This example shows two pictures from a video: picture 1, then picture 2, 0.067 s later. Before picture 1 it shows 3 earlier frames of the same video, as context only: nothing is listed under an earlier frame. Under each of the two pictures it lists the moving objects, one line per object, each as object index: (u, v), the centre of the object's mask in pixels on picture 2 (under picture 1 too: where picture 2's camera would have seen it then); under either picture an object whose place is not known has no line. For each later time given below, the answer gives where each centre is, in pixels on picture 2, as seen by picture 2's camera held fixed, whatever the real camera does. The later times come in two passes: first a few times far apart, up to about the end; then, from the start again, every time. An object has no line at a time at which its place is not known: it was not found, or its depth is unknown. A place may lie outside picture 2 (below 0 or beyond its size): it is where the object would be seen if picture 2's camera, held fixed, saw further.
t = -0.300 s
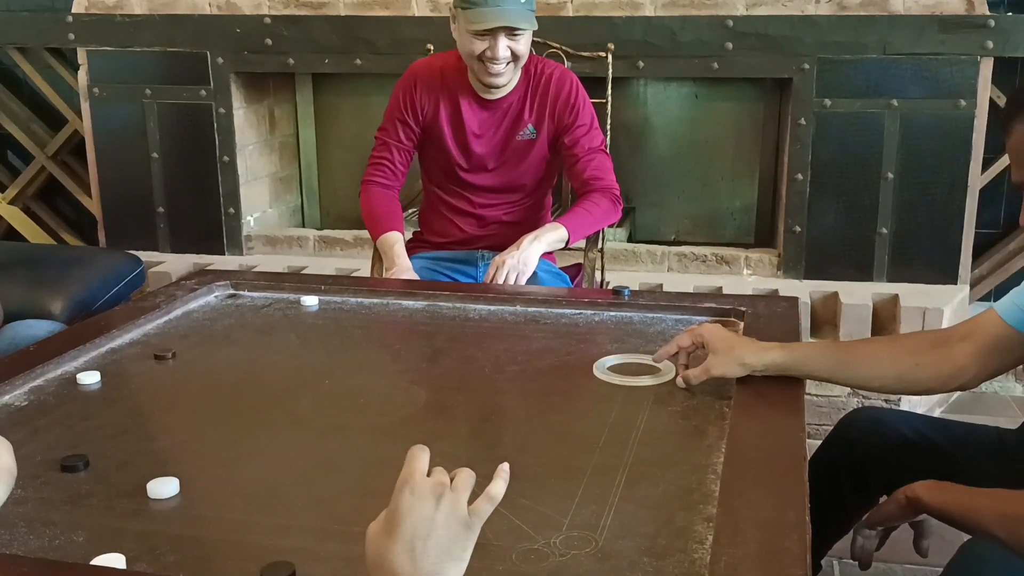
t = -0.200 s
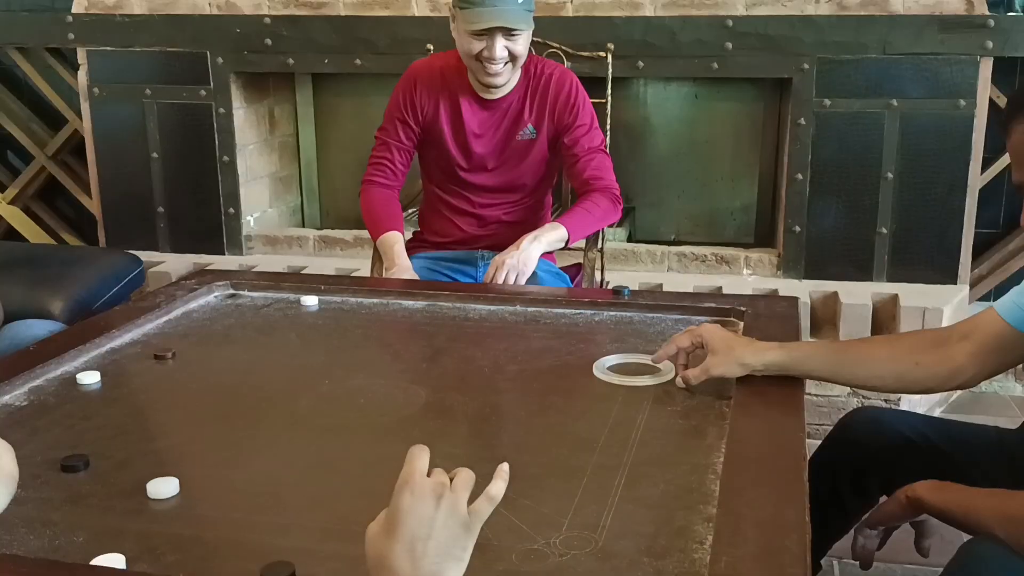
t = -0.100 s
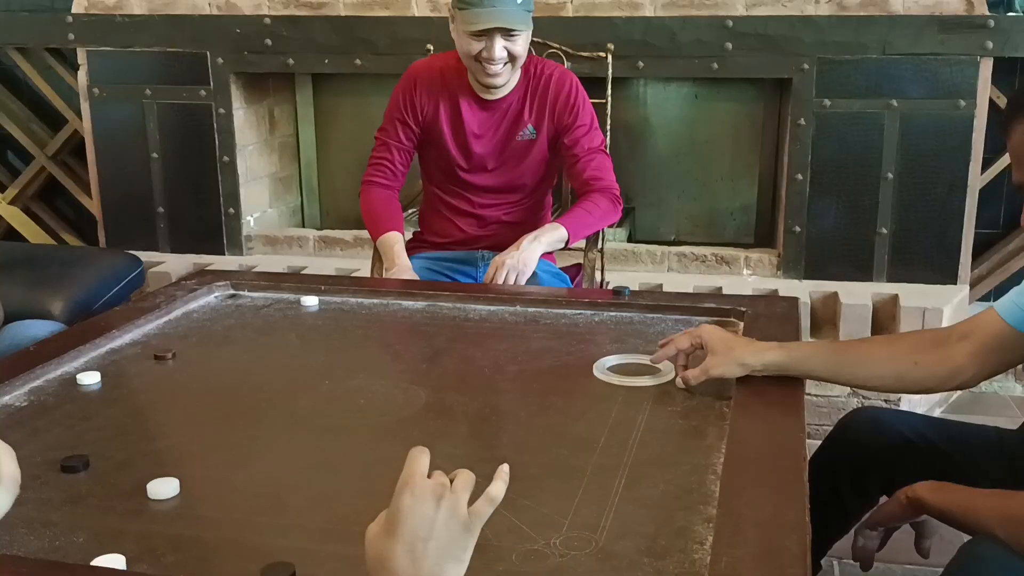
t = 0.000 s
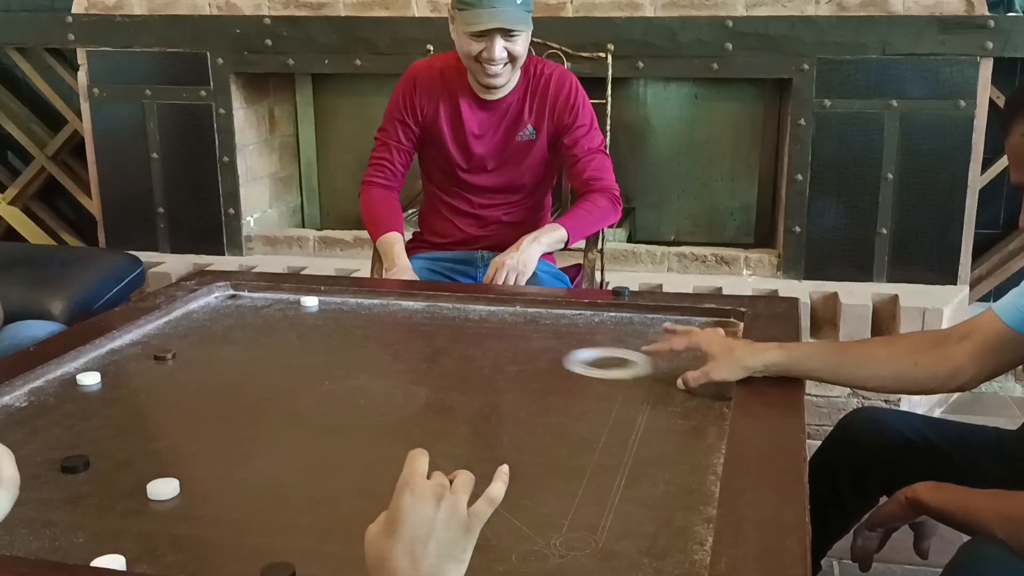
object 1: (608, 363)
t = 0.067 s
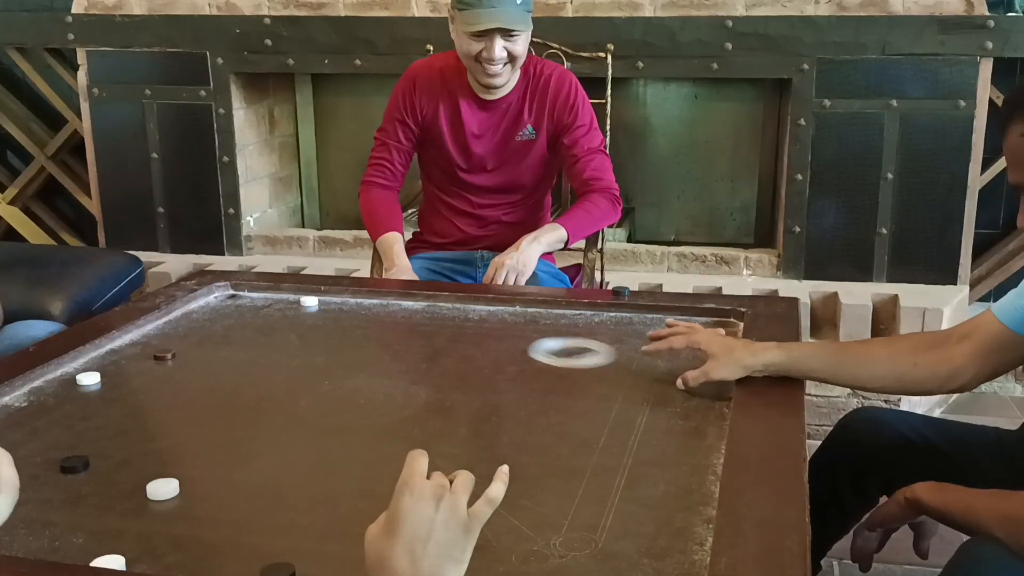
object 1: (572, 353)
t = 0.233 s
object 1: (491, 329)
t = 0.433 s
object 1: (405, 312)
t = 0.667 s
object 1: (292, 321)
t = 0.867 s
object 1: (195, 329)
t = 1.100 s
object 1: (206, 340)
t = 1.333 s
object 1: (239, 351)
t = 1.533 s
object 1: (263, 359)
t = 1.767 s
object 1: (287, 366)
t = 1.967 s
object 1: (302, 369)
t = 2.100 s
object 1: (310, 371)
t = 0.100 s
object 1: (555, 347)
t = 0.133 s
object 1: (538, 342)
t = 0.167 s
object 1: (521, 338)
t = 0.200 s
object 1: (506, 333)
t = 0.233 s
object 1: (491, 329)
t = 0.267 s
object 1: (476, 325)
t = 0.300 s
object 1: (462, 321)
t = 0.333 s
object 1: (448, 317)
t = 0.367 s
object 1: (434, 313)
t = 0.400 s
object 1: (420, 311)
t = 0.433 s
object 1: (405, 312)
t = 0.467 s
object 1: (388, 314)
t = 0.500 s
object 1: (371, 315)
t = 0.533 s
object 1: (356, 316)
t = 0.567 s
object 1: (339, 317)
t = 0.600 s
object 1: (325, 318)
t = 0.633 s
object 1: (308, 320)
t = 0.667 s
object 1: (292, 321)
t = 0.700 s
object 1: (276, 322)
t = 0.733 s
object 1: (260, 323)
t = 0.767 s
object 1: (244, 325)
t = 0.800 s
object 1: (228, 326)
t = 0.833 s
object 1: (211, 327)
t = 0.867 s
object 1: (195, 329)
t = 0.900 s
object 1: (178, 330)
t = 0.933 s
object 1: (179, 332)
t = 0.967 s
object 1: (184, 333)
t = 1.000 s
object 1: (190, 335)
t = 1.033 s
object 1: (195, 337)
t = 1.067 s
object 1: (201, 338)
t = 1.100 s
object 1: (206, 340)
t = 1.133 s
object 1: (211, 342)
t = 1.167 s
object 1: (216, 343)
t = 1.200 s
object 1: (221, 345)
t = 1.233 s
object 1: (225, 346)
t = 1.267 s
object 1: (230, 348)
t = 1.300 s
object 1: (234, 349)
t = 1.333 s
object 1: (239, 351)
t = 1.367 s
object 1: (243, 352)
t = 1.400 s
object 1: (247, 354)
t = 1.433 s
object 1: (251, 355)
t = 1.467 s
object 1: (255, 357)
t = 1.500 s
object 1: (259, 358)
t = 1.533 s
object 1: (263, 359)
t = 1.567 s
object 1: (267, 360)
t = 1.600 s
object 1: (270, 361)
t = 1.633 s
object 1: (274, 363)
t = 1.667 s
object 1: (277, 363)
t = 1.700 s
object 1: (281, 364)
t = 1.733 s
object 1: (284, 365)
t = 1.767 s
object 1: (287, 366)
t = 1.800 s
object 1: (290, 366)
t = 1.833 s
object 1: (293, 367)
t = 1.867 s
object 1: (295, 367)
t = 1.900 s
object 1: (298, 368)
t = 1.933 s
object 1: (300, 369)
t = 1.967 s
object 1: (302, 369)
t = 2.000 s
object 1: (304, 370)
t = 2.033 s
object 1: (306, 370)
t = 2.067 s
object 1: (308, 371)
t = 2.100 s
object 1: (310, 371)
